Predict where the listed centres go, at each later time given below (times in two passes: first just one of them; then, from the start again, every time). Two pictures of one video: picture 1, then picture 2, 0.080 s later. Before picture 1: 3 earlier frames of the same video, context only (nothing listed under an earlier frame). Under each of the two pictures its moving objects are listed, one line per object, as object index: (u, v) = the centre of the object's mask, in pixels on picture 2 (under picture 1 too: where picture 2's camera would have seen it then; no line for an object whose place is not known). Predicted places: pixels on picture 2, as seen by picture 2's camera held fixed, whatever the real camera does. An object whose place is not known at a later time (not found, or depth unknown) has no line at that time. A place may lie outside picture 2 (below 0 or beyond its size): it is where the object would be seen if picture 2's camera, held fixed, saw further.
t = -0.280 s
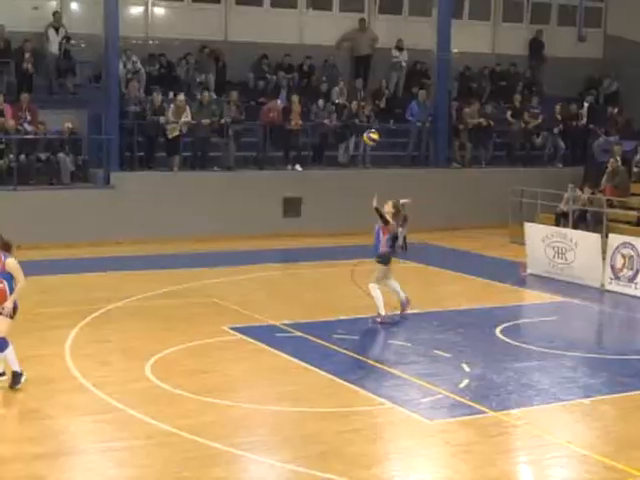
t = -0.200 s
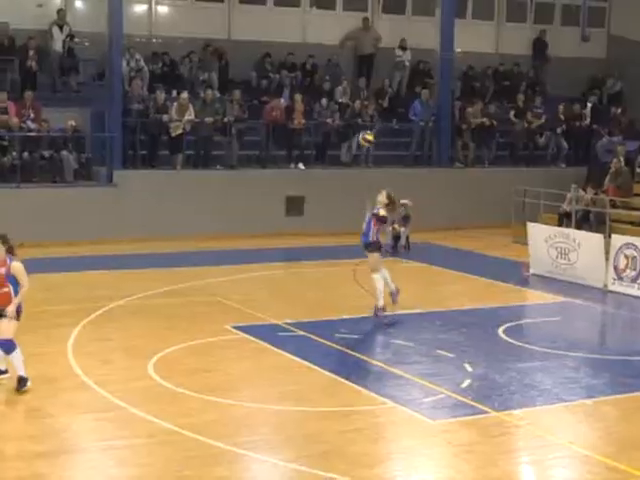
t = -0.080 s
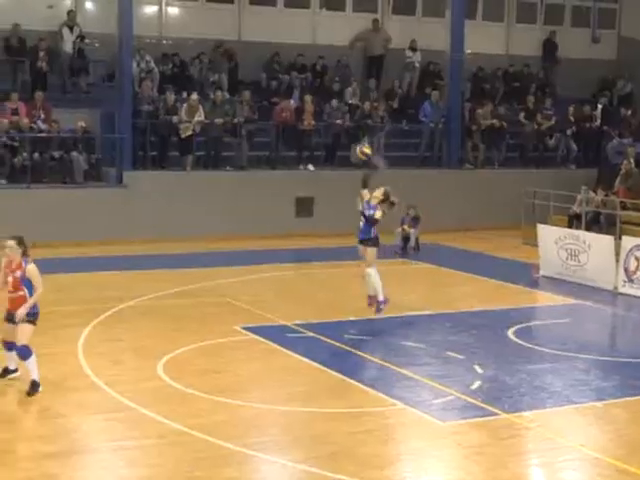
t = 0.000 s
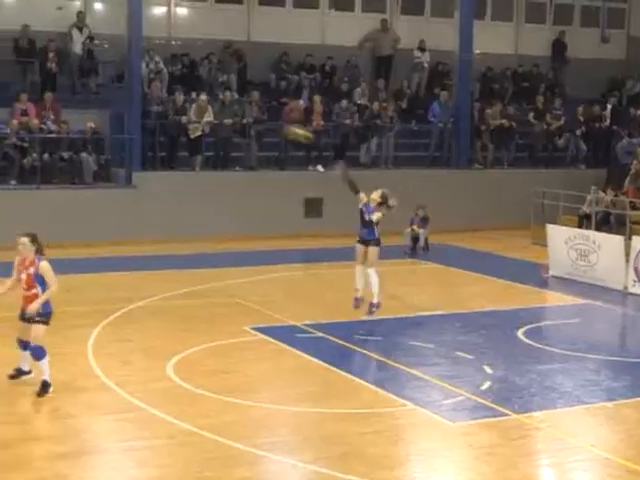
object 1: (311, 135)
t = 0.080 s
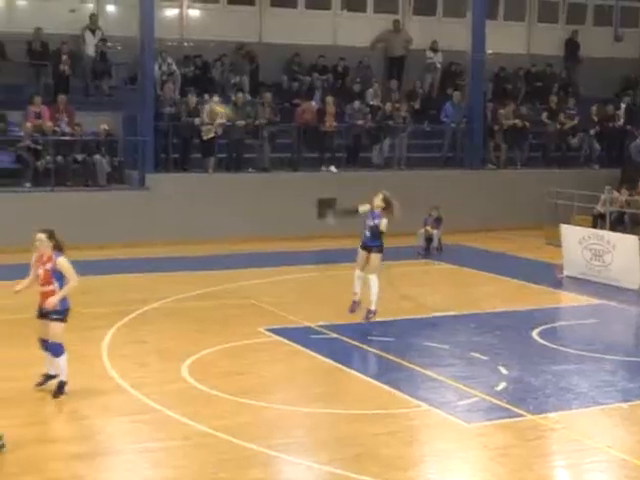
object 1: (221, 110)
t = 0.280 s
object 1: (-39, 63)
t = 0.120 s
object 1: (170, 101)
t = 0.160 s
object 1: (120, 89)
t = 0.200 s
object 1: (69, 79)
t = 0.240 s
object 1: (15, 71)
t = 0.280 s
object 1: (-39, 63)
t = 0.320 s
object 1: (-97, 55)
